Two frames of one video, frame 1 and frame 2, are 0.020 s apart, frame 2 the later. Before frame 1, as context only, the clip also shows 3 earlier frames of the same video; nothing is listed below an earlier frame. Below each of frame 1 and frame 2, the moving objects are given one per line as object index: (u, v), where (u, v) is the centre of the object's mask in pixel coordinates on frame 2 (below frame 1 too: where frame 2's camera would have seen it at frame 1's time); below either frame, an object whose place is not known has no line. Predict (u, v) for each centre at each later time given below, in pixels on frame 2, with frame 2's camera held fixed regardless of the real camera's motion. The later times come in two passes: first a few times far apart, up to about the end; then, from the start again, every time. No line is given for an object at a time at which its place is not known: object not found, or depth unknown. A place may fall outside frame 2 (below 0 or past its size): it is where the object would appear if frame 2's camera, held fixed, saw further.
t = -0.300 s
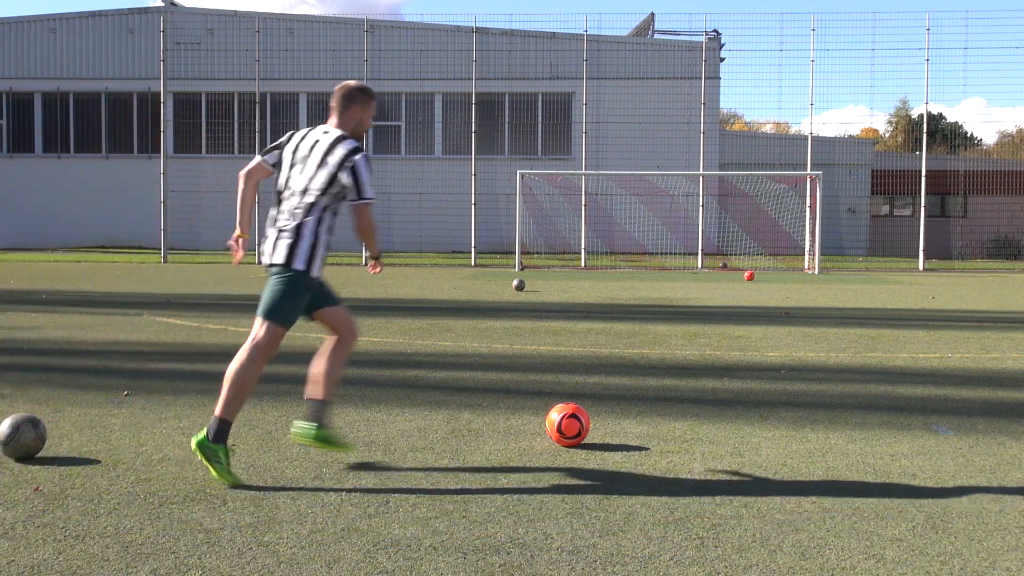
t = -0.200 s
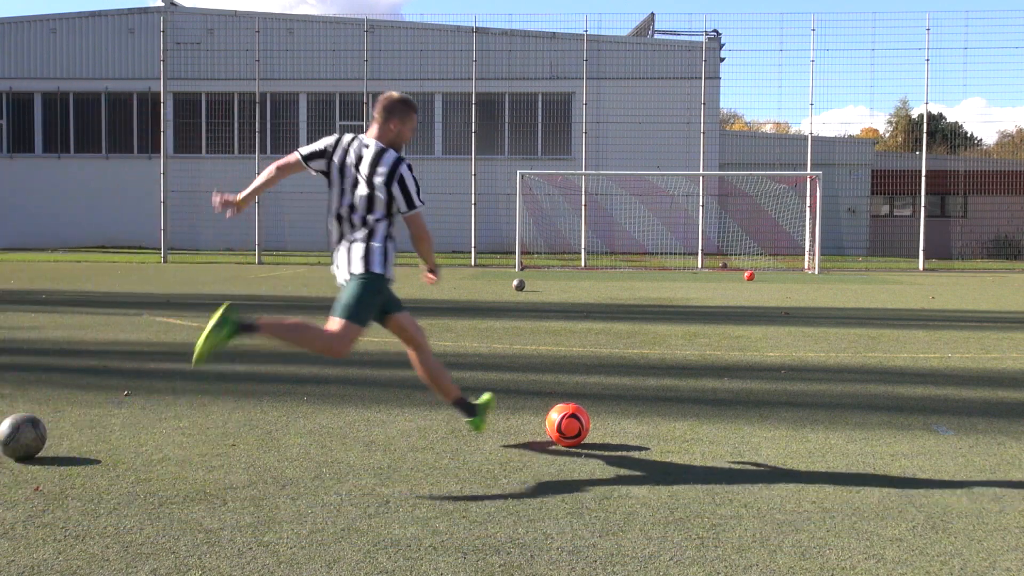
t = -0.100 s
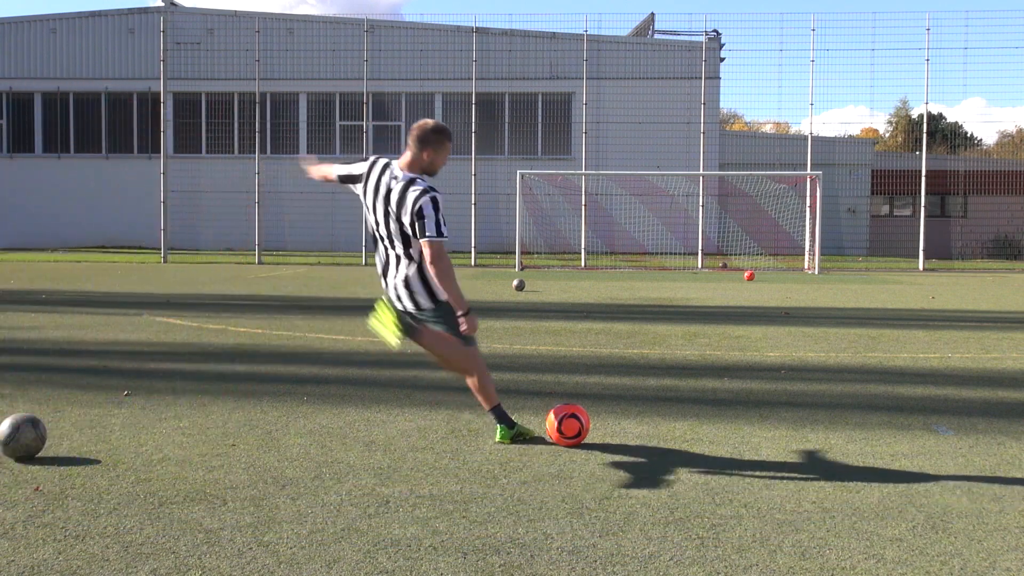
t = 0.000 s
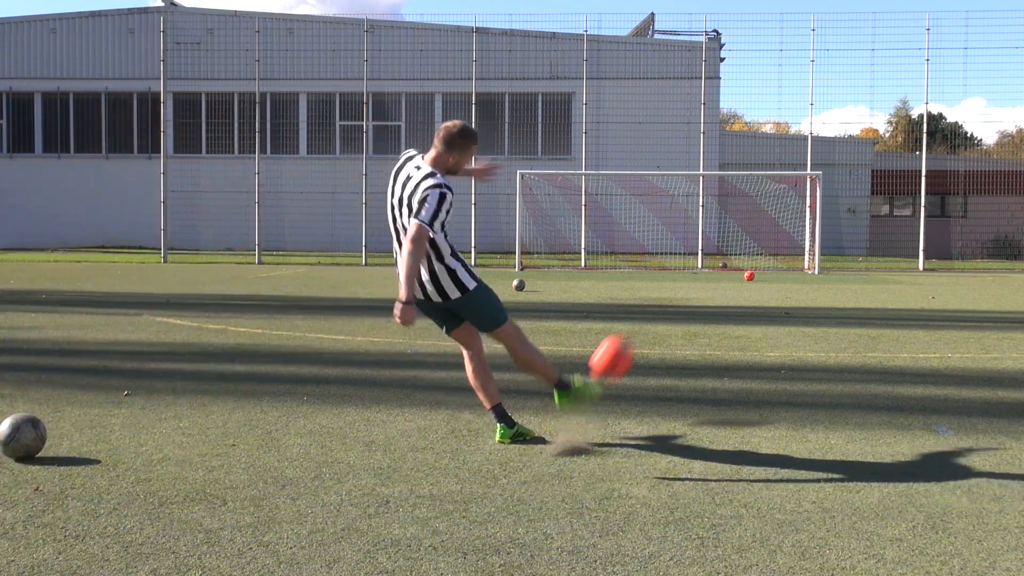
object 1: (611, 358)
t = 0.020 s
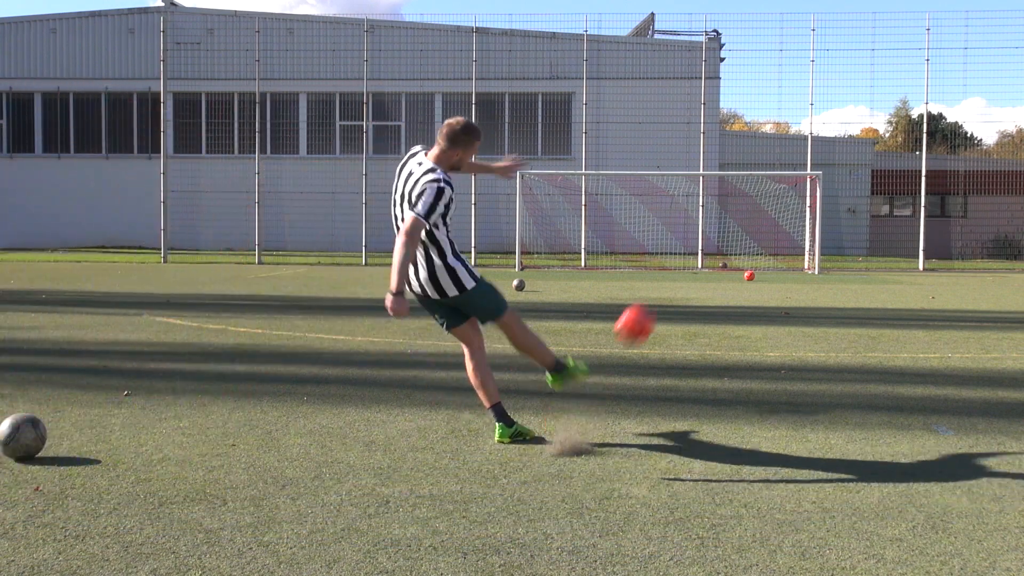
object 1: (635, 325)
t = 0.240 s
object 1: (750, 148)
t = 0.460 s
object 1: (781, 117)
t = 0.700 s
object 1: (784, 131)
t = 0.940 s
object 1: (780, 172)
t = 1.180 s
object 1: (784, 206)
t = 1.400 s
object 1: (790, 239)
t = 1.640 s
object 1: (786, 250)
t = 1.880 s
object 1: (778, 253)
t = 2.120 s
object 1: (772, 262)
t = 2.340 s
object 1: (768, 257)
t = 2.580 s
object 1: (763, 265)
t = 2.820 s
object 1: (758, 264)
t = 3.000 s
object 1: (754, 266)
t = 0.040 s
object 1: (654, 297)
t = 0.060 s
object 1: (669, 271)
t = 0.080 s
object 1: (682, 249)
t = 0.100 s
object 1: (695, 232)
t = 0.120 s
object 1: (706, 214)
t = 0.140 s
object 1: (716, 199)
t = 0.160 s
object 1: (724, 187)
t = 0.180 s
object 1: (732, 175)
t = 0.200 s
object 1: (739, 165)
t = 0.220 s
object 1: (744, 156)
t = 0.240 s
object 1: (750, 148)
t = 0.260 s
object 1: (754, 142)
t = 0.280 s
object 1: (759, 136)
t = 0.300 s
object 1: (763, 131)
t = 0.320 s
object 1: (767, 127)
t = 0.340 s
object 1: (770, 124)
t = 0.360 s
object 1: (773, 122)
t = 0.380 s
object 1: (775, 120)
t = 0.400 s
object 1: (777, 118)
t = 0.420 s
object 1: (779, 117)
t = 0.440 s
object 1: (780, 117)
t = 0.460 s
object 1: (781, 117)
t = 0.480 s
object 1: (782, 116)
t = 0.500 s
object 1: (783, 117)
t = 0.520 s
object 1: (784, 117)
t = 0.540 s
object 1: (784, 117)
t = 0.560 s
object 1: (785, 118)
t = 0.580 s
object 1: (785, 119)
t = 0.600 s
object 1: (785, 121)
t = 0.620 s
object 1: (785, 122)
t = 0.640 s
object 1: (785, 124)
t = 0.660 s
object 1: (785, 126)
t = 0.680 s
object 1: (785, 128)
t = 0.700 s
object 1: (784, 131)
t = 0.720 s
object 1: (784, 133)
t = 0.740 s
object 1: (784, 136)
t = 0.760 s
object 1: (783, 139)
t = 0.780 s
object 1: (783, 142)
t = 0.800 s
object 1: (783, 146)
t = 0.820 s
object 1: (783, 149)
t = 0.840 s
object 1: (782, 153)
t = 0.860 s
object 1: (782, 156)
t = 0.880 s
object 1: (781, 160)
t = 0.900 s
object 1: (781, 164)
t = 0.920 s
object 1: (780, 168)
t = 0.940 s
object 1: (780, 172)
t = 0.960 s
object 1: (780, 175)
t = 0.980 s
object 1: (780, 180)
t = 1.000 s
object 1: (779, 184)
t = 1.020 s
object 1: (779, 188)
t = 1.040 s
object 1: (778, 192)
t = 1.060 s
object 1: (778, 195)
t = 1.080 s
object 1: (778, 200)
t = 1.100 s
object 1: (778, 203)
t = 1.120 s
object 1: (779, 204)
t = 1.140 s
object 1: (781, 205)
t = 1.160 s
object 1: (782, 205)
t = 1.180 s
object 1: (784, 206)
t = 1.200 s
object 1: (785, 207)
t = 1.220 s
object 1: (787, 209)
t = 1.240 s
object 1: (788, 211)
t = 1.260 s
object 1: (788, 213)
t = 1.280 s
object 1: (789, 216)
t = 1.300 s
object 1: (789, 219)
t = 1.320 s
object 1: (790, 222)
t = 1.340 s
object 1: (790, 226)
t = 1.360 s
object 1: (790, 230)
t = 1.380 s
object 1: (790, 235)
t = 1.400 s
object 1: (790, 239)
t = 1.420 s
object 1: (791, 243)
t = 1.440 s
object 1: (791, 248)
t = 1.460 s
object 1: (791, 253)
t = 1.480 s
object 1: (791, 257)
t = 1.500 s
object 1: (791, 262)
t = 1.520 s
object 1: (790, 265)
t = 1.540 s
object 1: (790, 261)
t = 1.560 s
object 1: (789, 258)
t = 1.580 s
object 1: (789, 255)
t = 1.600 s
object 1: (789, 253)
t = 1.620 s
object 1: (787, 252)
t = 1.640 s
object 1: (786, 250)
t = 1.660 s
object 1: (786, 250)
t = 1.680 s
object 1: (786, 249)
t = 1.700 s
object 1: (784, 249)
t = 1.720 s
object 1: (784, 249)
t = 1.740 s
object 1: (783, 249)
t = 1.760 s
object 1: (783, 249)
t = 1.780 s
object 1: (782, 249)
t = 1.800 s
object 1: (782, 249)
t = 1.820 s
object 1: (781, 250)
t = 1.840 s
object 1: (781, 251)
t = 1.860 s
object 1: (779, 252)
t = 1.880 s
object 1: (778, 253)
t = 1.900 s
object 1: (778, 254)
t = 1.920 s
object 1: (777, 256)
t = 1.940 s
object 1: (777, 257)
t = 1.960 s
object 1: (776, 259)
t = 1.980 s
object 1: (775, 261)
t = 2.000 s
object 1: (775, 263)
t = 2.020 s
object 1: (773, 265)
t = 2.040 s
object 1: (773, 268)
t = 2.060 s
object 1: (772, 266)
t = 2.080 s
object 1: (772, 265)
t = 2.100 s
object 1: (772, 264)
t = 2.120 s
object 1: (772, 262)
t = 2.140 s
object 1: (771, 261)
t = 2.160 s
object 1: (771, 260)
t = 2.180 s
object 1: (771, 259)
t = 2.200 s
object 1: (770, 258)
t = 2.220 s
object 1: (770, 258)
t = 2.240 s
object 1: (769, 257)
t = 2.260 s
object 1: (769, 257)
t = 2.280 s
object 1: (768, 257)
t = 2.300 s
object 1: (769, 257)
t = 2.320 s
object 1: (768, 257)
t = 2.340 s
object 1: (768, 257)
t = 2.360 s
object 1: (767, 258)
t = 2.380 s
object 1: (767, 258)
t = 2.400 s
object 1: (767, 259)
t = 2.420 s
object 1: (766, 260)
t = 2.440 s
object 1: (765, 261)
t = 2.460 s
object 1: (765, 262)
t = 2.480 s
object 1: (764, 263)
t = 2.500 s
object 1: (764, 265)
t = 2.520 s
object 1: (764, 267)
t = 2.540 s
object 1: (763, 268)
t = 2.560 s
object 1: (763, 266)
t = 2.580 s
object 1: (763, 265)
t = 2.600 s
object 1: (762, 265)
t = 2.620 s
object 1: (762, 264)
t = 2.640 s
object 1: (761, 263)
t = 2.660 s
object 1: (761, 262)
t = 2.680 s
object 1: (761, 262)
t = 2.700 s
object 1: (760, 262)
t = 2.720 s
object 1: (760, 262)
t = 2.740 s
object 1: (759, 262)
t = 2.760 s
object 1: (759, 262)
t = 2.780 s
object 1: (759, 262)
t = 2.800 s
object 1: (759, 263)
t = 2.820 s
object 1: (758, 264)
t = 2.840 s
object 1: (757, 264)
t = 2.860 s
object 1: (757, 265)
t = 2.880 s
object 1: (756, 266)
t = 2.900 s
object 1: (756, 268)
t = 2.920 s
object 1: (755, 268)
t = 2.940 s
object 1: (755, 267)
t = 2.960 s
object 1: (755, 266)
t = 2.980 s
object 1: (755, 266)
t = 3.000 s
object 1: (754, 266)
